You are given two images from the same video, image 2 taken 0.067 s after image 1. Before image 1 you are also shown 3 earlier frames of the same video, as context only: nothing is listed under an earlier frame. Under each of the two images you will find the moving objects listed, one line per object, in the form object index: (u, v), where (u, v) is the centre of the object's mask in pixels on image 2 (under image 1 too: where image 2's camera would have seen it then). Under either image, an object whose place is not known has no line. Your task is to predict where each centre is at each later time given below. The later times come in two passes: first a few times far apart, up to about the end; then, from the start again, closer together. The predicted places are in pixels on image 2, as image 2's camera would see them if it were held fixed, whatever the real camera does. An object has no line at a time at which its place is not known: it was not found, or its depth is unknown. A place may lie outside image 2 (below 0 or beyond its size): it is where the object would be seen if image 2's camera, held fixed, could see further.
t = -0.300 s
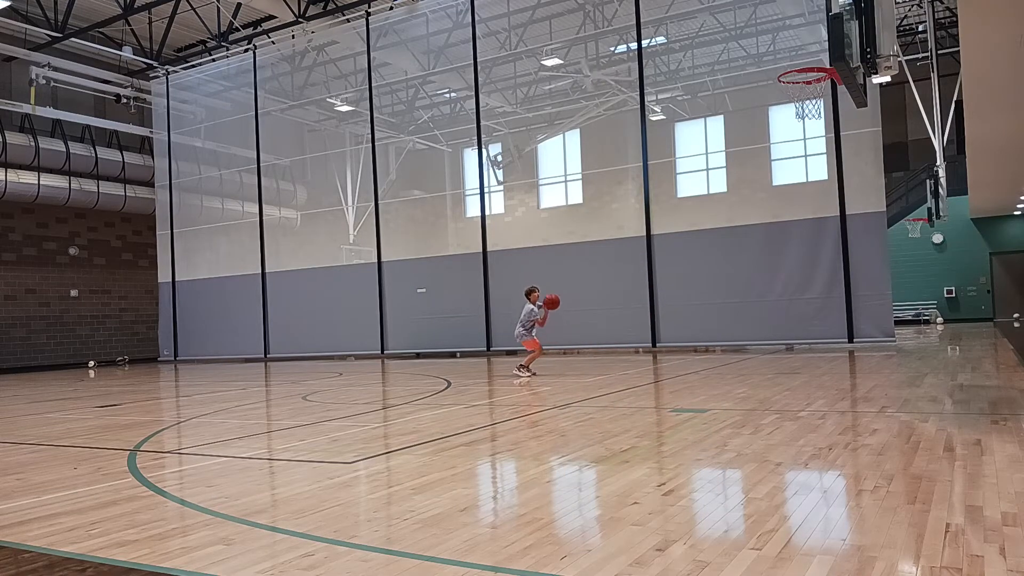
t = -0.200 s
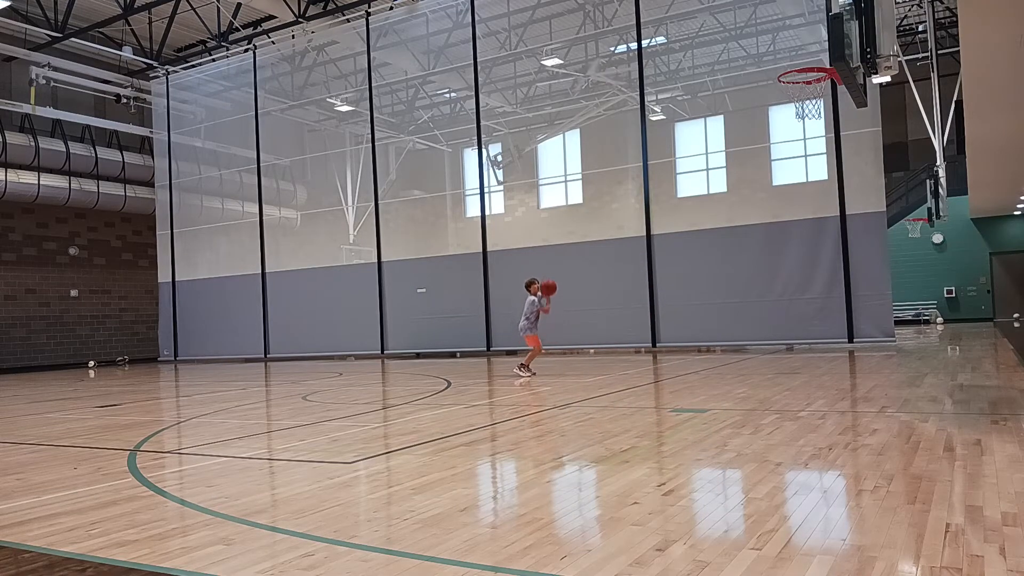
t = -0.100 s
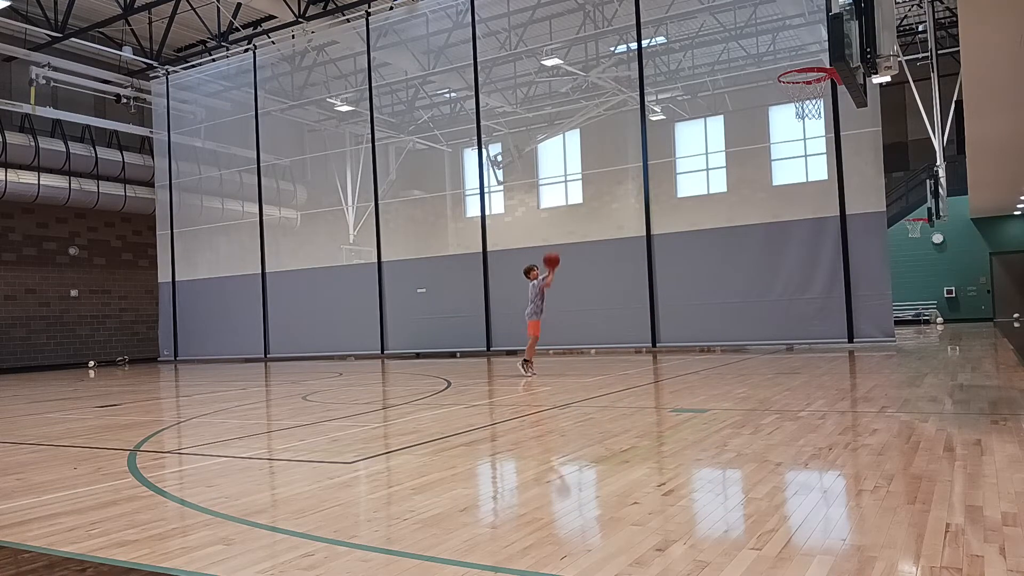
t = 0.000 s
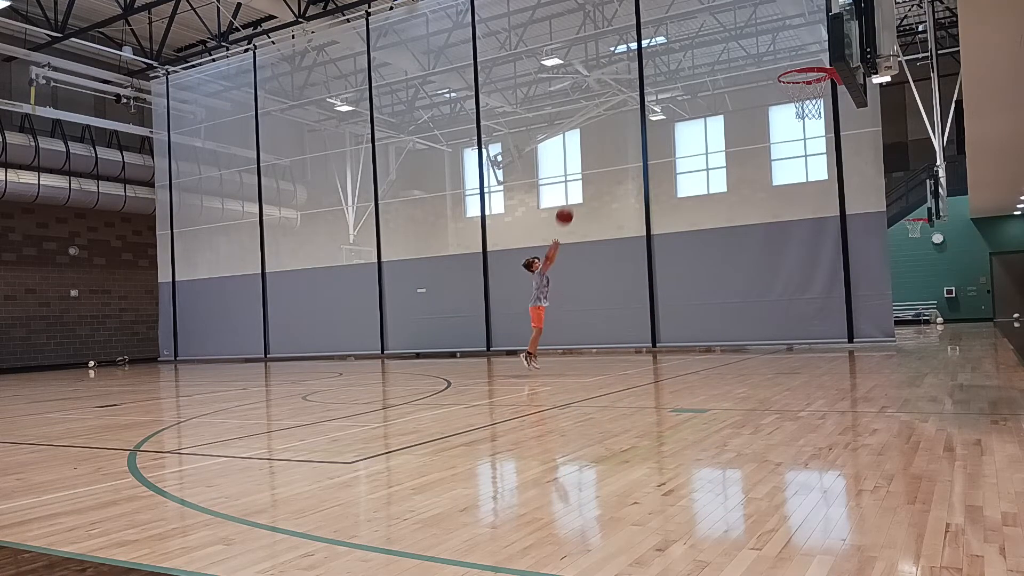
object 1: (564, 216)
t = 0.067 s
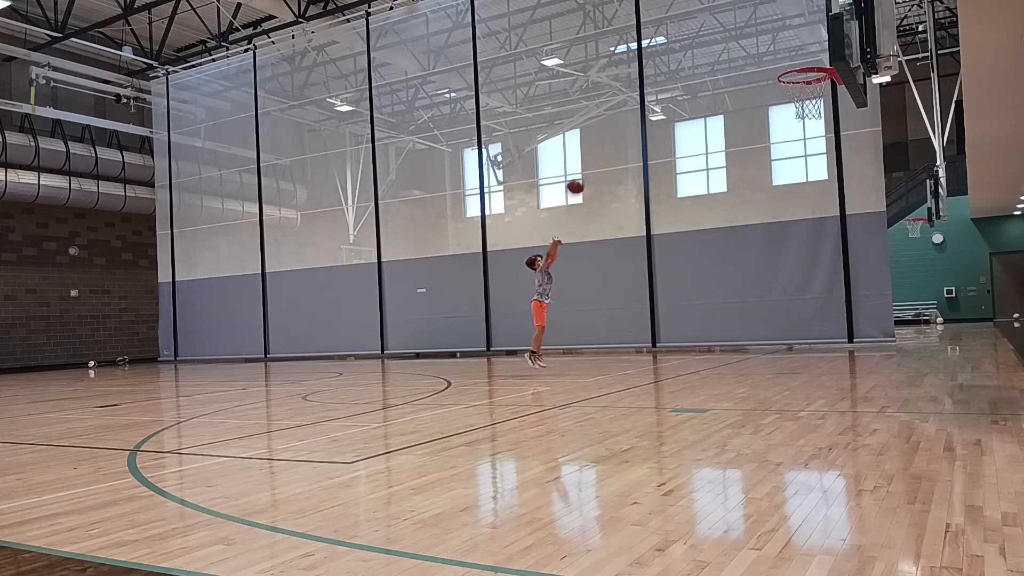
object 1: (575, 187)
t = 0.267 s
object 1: (610, 114)
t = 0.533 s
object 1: (666, 52)
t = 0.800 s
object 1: (734, 45)
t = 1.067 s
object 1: (789, 48)
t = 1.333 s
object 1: (815, 45)
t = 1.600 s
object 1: (812, 40)
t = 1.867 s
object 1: (786, 59)
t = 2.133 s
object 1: (773, 114)
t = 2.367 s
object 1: (765, 233)
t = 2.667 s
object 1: (749, 329)
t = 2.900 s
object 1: (726, 217)
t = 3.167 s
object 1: (703, 162)
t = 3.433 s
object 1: (681, 194)
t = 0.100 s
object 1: (581, 174)
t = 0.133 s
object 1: (586, 161)
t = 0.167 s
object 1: (592, 148)
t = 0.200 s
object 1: (598, 136)
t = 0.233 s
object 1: (604, 125)
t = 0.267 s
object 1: (610, 114)
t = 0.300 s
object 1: (616, 103)
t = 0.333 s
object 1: (623, 94)
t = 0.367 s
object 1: (630, 85)
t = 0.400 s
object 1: (637, 76)
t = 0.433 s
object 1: (644, 69)
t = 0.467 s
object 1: (651, 63)
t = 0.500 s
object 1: (658, 57)
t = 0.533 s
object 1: (666, 52)
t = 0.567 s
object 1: (674, 48)
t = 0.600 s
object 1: (682, 45)
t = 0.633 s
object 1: (690, 43)
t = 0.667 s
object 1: (698, 41)
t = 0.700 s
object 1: (707, 41)
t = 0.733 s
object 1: (716, 42)
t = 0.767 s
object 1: (725, 43)
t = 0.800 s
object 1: (734, 45)
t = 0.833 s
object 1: (744, 49)
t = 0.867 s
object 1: (754, 54)
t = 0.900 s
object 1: (764, 61)
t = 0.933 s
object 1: (774, 68)
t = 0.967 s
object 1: (780, 67)
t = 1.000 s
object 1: (783, 60)
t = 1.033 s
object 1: (786, 54)
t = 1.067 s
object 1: (789, 48)
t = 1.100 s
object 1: (792, 44)
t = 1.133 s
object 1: (795, 41)
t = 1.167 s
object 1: (798, 39)
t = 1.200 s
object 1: (801, 38)
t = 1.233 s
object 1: (805, 38)
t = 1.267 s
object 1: (808, 39)
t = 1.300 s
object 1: (812, 42)
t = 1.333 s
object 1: (815, 45)
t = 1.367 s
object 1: (818, 50)
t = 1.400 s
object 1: (821, 56)
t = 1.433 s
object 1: (823, 50)
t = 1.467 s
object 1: (824, 46)
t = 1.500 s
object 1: (822, 42)
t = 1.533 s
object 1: (819, 40)
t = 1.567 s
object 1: (816, 39)
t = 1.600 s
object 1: (812, 40)
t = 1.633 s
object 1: (808, 41)
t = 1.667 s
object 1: (804, 44)
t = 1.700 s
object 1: (799, 48)
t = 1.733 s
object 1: (796, 53)
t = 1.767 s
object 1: (792, 58)
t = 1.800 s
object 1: (790, 57)
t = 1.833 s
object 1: (788, 57)
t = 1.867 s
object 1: (786, 59)
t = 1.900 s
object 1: (785, 61)
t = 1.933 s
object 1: (783, 65)
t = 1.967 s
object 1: (781, 70)
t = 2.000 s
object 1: (779, 77)
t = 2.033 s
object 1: (778, 84)
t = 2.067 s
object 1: (776, 93)
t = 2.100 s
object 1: (775, 102)
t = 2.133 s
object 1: (773, 114)
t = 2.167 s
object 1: (771, 127)
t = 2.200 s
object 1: (770, 140)
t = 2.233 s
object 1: (769, 156)
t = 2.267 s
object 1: (767, 173)
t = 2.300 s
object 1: (767, 191)
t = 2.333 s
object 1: (766, 210)
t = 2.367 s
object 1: (765, 233)
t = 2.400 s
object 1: (764, 254)
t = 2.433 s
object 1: (762, 278)
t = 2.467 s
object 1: (762, 305)
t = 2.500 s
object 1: (761, 331)
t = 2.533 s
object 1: (760, 361)
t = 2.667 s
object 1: (749, 329)
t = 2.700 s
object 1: (746, 309)
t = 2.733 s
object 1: (742, 291)
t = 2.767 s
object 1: (739, 274)
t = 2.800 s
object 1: (736, 258)
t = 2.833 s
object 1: (732, 244)
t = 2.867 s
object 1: (729, 230)
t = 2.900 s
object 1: (726, 217)
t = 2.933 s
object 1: (723, 206)
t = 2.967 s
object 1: (720, 196)
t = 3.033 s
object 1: (715, 179)
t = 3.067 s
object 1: (711, 173)
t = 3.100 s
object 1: (709, 168)
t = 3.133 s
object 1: (706, 165)
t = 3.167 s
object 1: (703, 162)
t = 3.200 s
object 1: (700, 161)
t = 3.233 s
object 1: (697, 162)
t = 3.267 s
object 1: (694, 164)
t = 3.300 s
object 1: (692, 167)
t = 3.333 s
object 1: (689, 171)
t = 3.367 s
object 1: (686, 177)
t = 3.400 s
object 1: (684, 185)
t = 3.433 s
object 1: (681, 194)
